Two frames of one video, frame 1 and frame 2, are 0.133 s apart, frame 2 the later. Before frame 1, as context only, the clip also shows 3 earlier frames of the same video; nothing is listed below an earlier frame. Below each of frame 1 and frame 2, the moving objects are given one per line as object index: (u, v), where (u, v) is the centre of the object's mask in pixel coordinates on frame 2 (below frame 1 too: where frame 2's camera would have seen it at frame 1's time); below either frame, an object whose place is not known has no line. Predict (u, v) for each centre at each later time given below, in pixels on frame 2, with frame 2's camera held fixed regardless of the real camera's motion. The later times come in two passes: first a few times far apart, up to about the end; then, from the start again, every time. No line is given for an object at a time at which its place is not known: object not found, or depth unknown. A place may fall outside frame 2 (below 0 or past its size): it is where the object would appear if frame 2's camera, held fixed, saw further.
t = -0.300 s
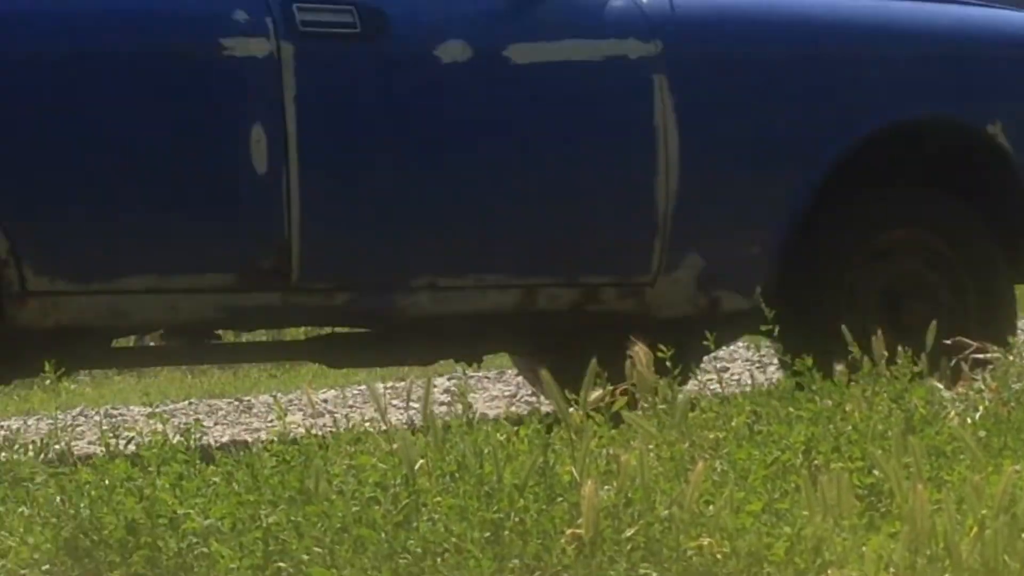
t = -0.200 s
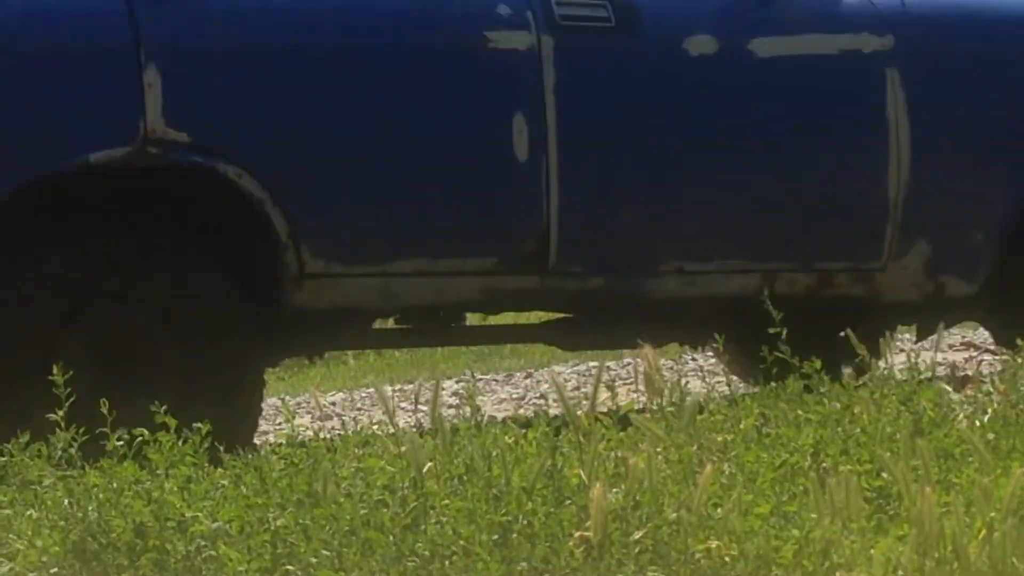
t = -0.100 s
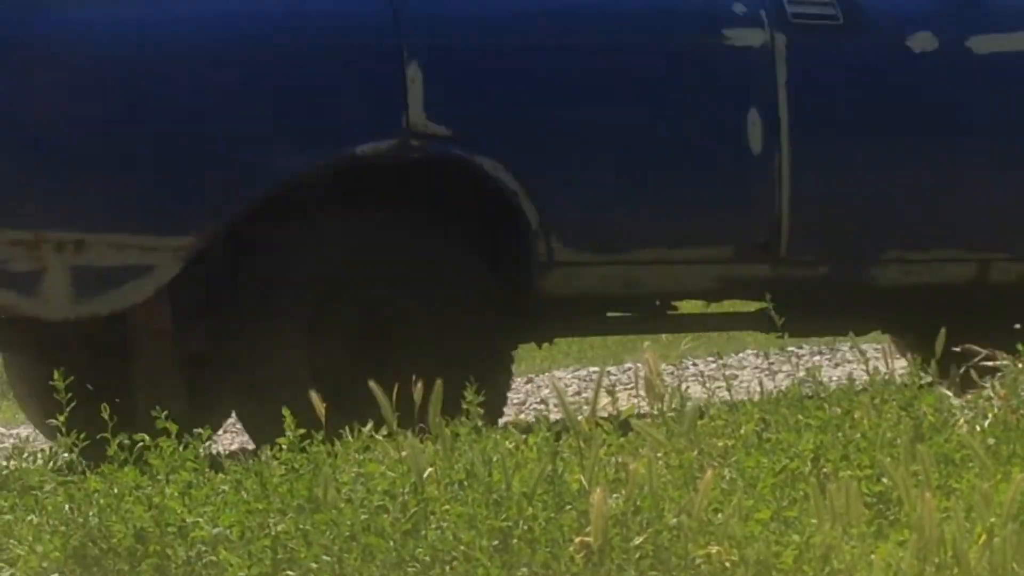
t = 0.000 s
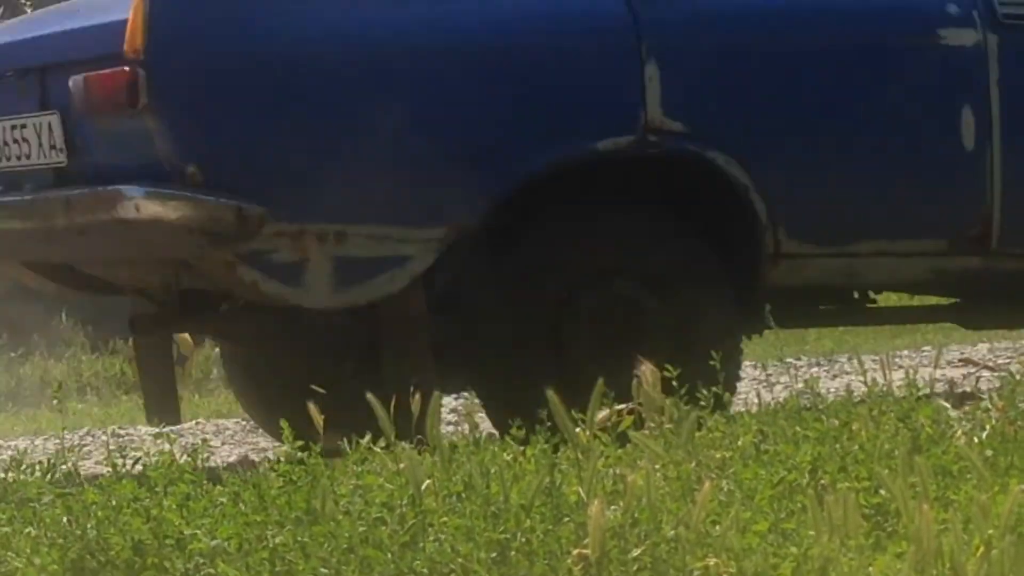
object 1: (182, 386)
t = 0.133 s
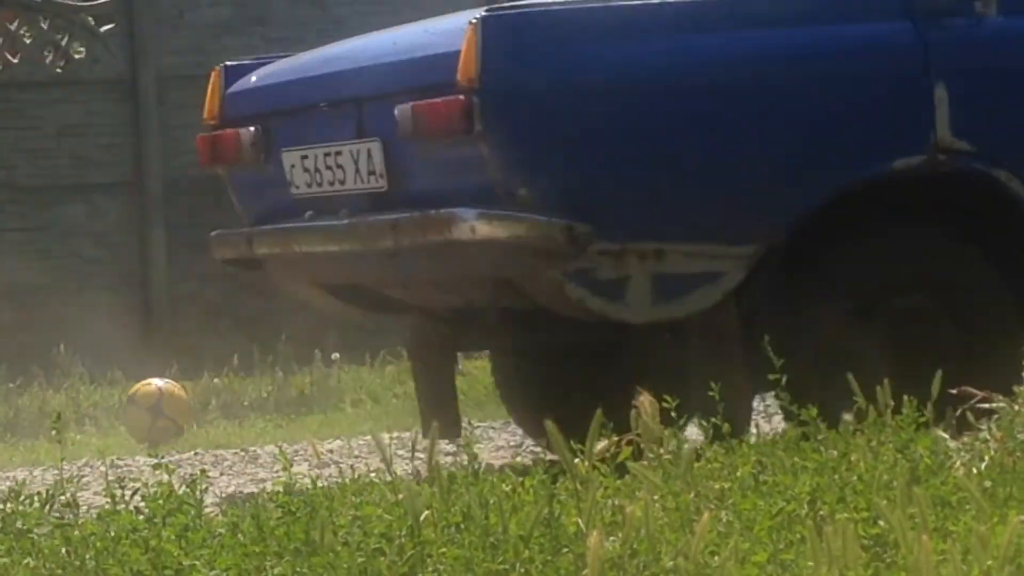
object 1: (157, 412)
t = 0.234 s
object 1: (156, 405)
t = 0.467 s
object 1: (145, 387)
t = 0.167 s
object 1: (155, 407)
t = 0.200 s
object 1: (156, 404)
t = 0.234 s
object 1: (156, 405)
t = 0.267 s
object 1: (156, 411)
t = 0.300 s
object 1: (156, 420)
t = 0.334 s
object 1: (155, 420)
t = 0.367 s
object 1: (152, 408)
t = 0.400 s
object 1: (149, 395)
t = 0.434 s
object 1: (147, 390)
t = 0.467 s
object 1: (145, 387)
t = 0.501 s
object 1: (142, 388)
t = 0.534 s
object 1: (138, 393)
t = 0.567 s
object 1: (138, 401)
